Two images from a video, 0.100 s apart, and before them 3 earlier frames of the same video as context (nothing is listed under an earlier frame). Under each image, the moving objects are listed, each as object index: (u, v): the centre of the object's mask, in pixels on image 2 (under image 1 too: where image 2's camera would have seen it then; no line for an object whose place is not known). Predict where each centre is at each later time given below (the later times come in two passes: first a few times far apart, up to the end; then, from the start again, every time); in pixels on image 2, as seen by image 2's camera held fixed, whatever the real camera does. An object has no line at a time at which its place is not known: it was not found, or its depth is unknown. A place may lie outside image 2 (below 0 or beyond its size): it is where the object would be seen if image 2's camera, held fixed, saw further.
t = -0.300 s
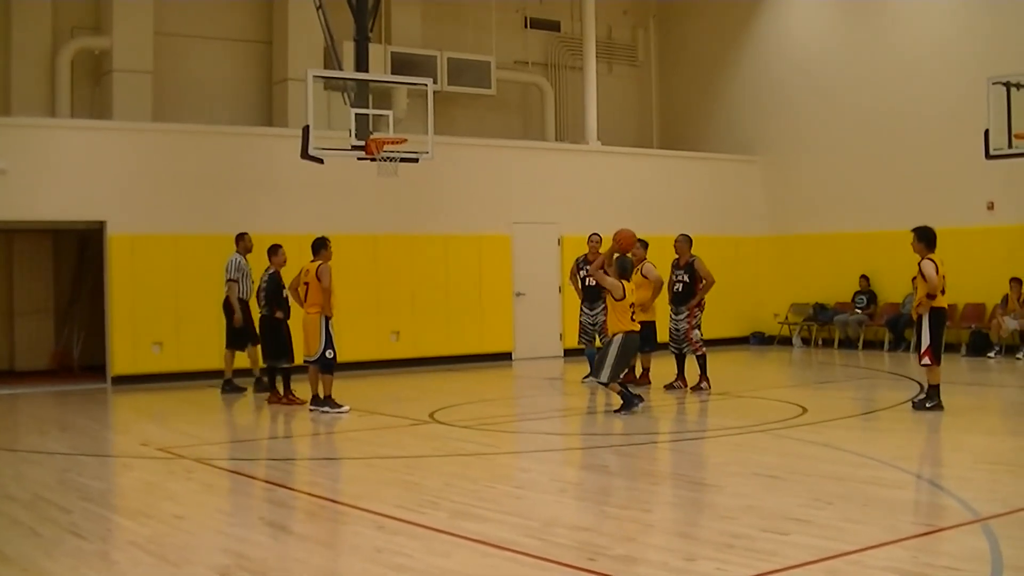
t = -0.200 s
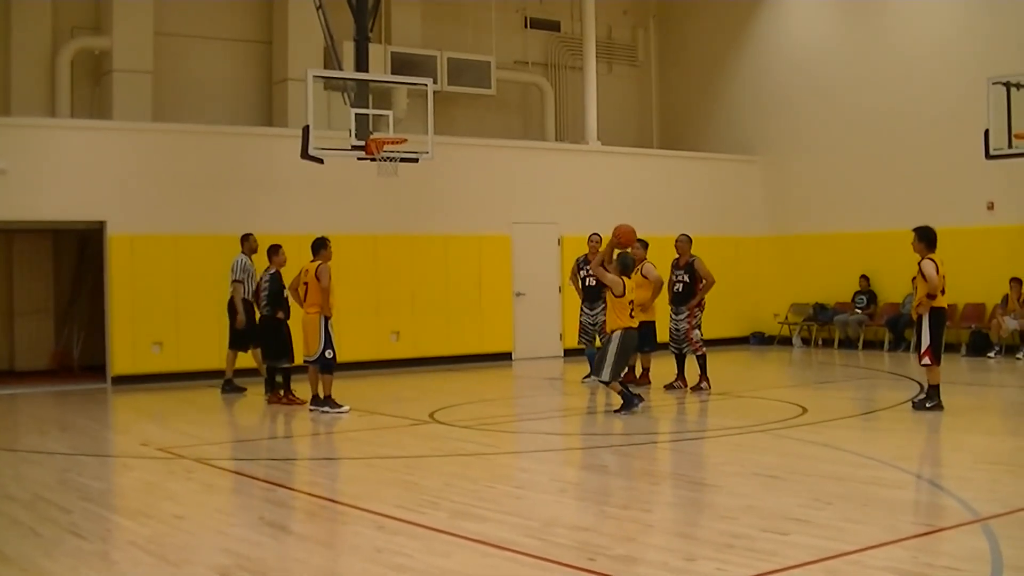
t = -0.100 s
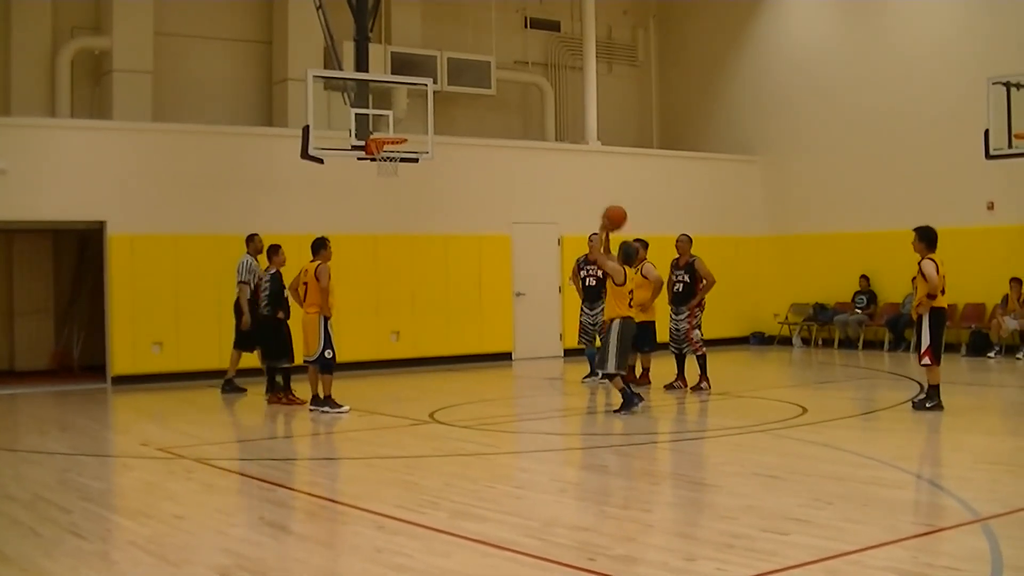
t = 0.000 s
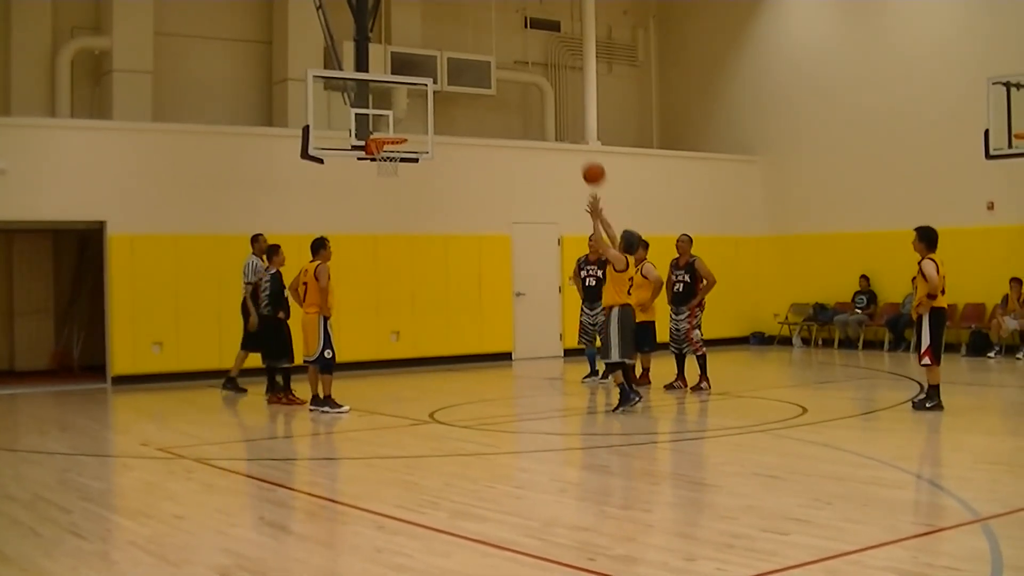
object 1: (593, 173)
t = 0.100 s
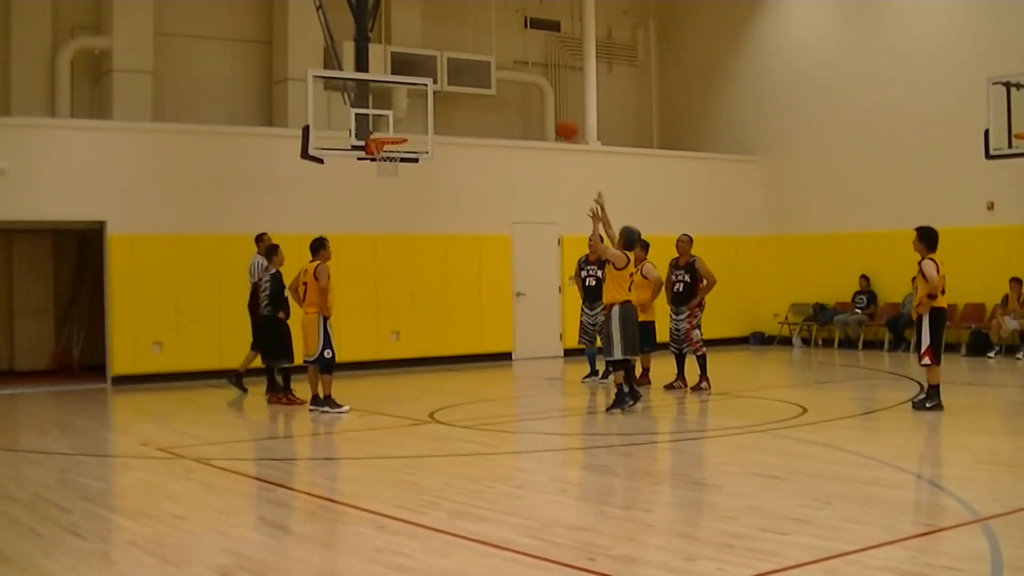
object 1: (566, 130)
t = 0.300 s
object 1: (516, 76)
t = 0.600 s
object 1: (453, 64)
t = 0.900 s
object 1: (400, 125)
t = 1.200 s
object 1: (387, 125)
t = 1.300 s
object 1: (388, 126)
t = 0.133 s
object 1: (557, 118)
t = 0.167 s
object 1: (548, 107)
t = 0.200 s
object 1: (540, 97)
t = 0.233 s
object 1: (532, 89)
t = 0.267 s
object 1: (524, 80)
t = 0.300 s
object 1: (516, 76)
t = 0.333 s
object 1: (509, 70)
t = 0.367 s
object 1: (502, 66)
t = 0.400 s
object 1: (494, 62)
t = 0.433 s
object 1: (487, 60)
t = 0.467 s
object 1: (480, 60)
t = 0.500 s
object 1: (473, 59)
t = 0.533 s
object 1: (467, 60)
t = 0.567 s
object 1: (460, 62)
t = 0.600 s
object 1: (453, 64)
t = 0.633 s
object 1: (446, 68)
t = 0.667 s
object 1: (442, 72)
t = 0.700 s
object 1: (435, 77)
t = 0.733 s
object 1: (428, 83)
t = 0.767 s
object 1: (423, 90)
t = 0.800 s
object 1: (417, 97)
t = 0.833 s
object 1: (411, 107)
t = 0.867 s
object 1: (406, 115)
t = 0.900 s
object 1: (400, 125)
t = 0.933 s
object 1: (396, 130)
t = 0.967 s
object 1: (392, 131)
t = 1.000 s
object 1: (389, 132)
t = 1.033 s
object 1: (385, 133)
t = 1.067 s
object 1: (385, 132)
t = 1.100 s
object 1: (385, 130)
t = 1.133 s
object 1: (386, 128)
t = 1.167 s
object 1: (386, 126)
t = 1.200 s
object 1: (387, 125)
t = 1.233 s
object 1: (387, 125)
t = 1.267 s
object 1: (388, 125)
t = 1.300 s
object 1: (388, 126)
